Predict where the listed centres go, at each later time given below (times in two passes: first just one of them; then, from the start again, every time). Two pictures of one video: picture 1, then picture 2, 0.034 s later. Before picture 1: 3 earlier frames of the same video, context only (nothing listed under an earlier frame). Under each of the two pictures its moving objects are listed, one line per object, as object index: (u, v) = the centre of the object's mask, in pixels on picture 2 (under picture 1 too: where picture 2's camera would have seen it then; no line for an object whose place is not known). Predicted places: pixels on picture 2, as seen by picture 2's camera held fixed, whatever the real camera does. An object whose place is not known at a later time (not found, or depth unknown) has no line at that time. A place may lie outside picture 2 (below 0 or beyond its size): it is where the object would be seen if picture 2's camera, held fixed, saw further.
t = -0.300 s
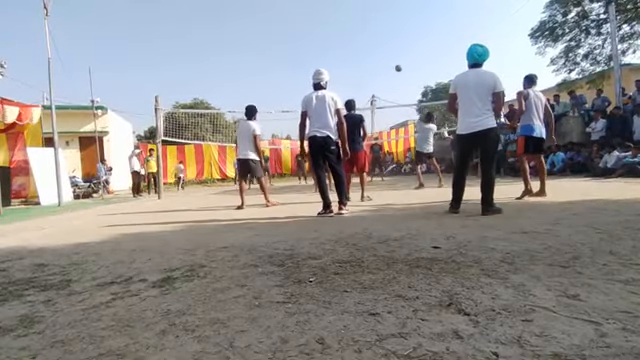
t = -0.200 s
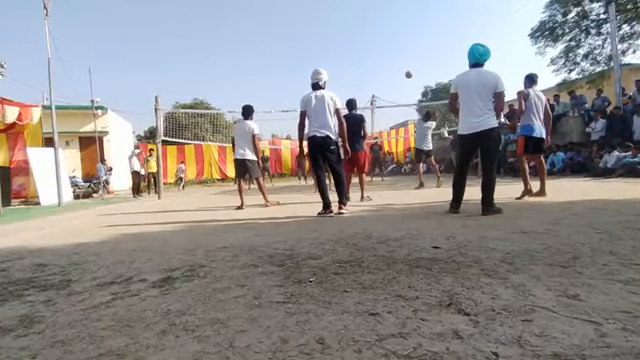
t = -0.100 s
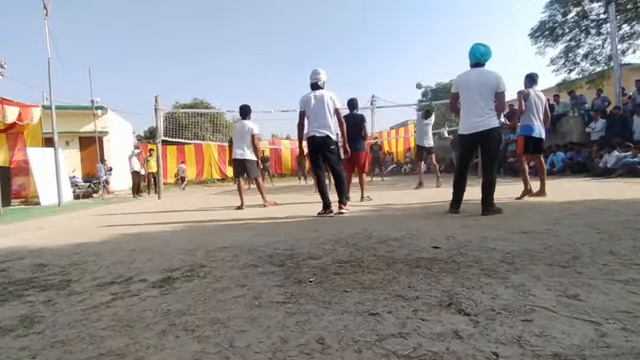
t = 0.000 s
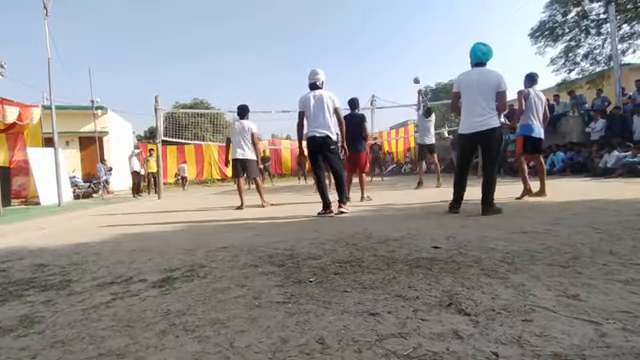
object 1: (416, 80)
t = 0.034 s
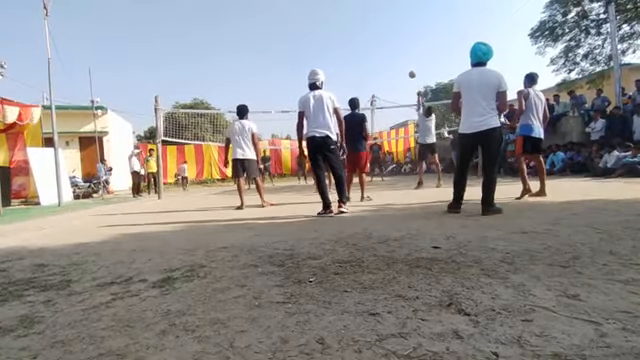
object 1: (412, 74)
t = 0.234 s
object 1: (390, 53)
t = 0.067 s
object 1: (408, 69)
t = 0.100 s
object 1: (404, 65)
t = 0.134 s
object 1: (400, 61)
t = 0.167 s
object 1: (397, 58)
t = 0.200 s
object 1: (393, 55)
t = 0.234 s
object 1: (390, 53)
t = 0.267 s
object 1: (387, 51)
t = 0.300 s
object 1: (385, 50)
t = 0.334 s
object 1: (382, 49)
